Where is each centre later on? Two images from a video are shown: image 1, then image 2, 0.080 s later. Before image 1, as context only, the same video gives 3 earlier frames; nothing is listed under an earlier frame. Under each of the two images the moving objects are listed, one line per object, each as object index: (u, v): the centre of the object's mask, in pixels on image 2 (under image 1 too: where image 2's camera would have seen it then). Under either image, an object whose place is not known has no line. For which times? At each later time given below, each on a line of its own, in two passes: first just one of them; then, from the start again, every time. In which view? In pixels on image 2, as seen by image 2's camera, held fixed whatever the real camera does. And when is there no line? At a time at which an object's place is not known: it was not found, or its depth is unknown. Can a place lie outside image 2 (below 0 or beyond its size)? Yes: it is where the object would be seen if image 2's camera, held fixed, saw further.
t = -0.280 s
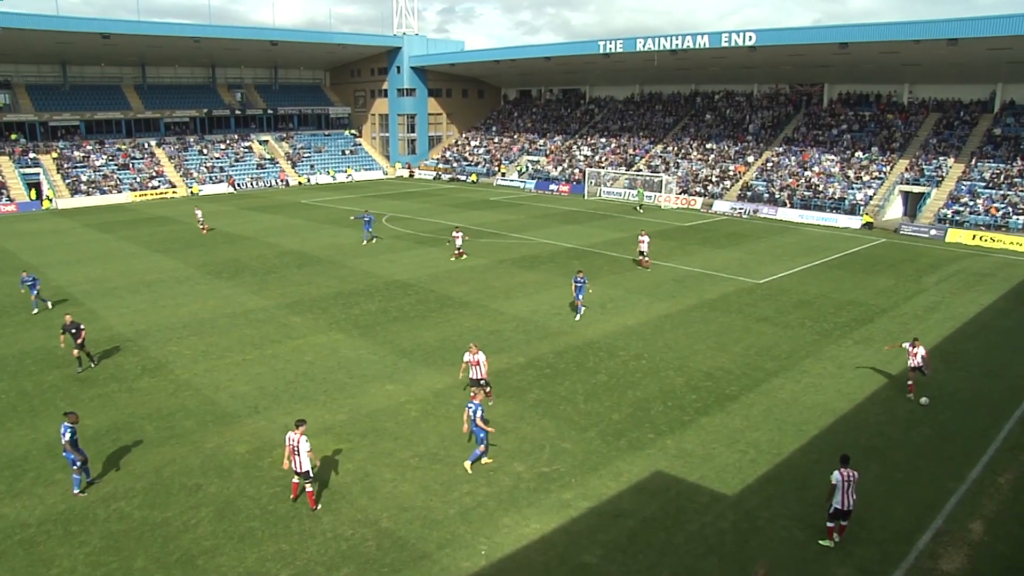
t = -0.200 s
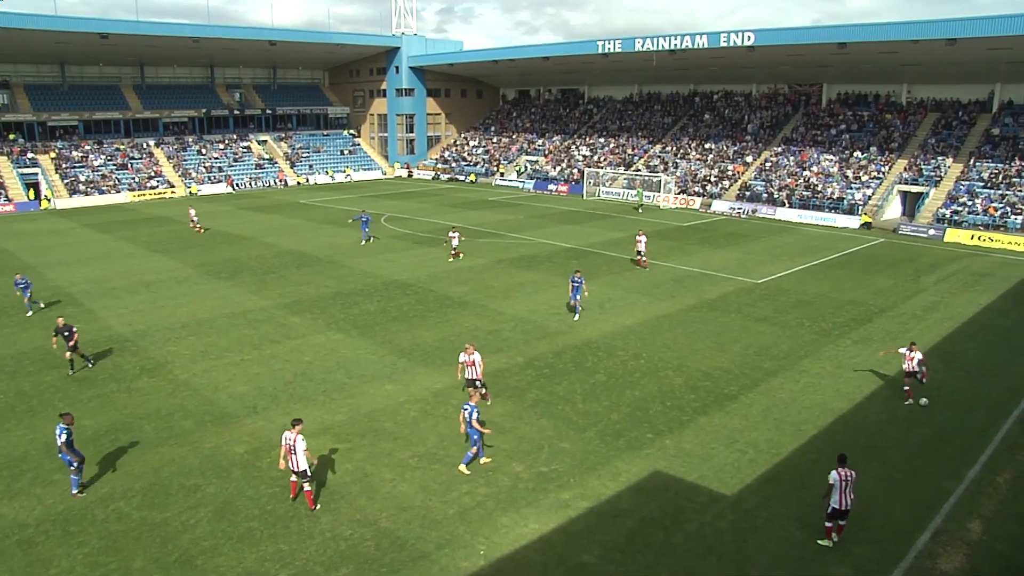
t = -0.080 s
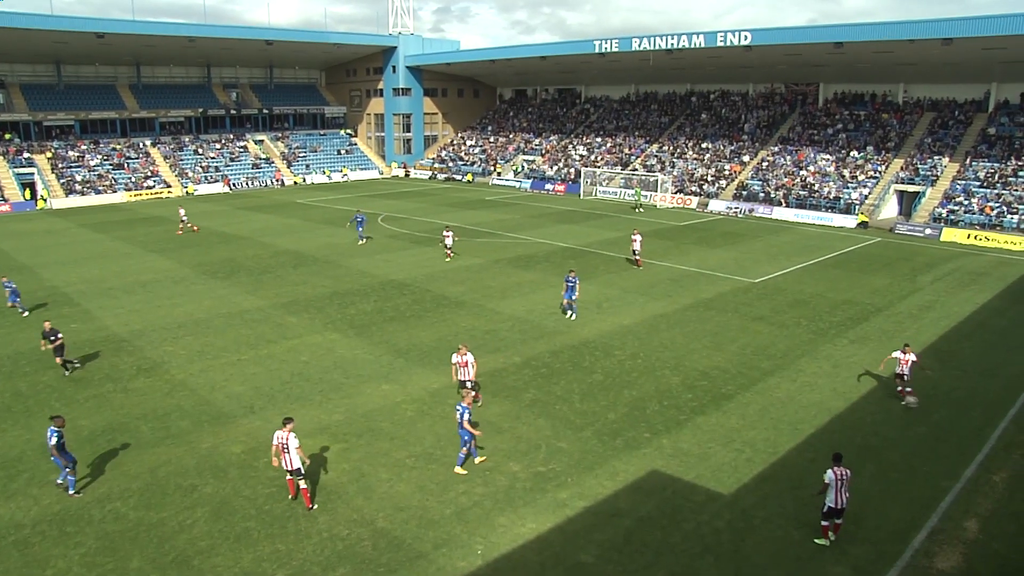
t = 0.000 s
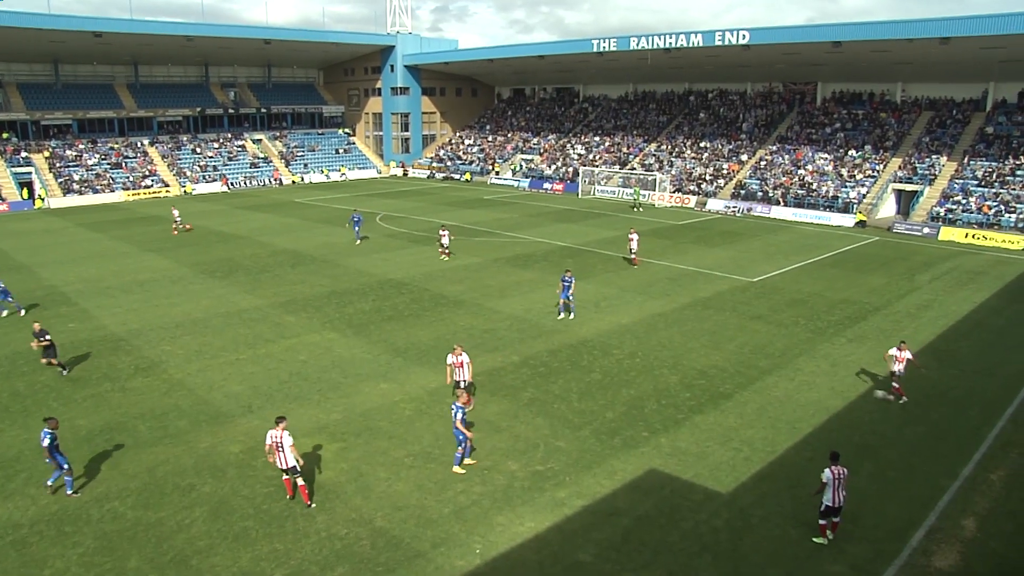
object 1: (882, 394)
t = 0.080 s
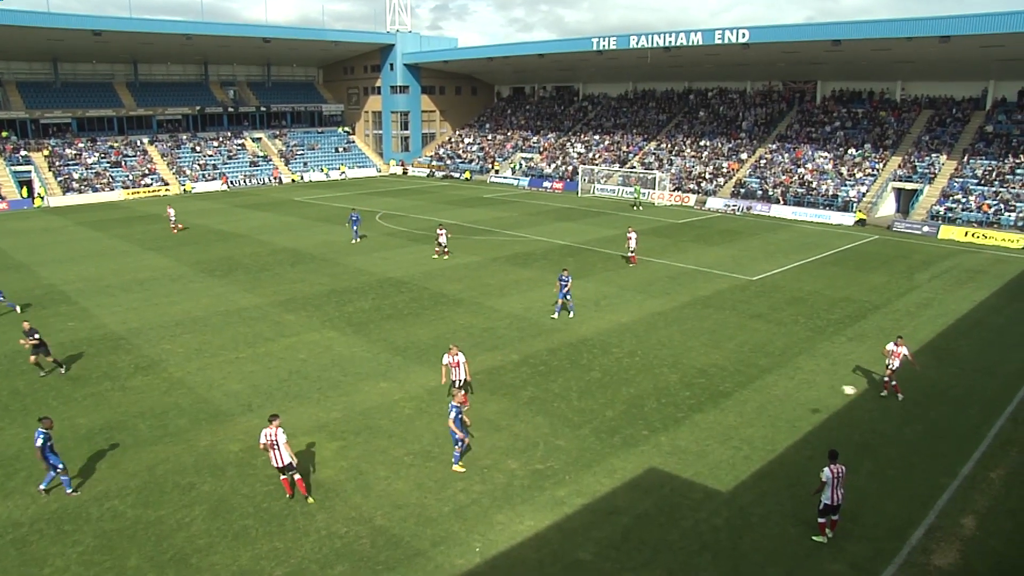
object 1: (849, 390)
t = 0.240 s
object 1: (777, 389)
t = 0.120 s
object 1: (832, 389)
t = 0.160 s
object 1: (815, 389)
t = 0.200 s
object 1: (796, 388)
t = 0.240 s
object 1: (777, 389)
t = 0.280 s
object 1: (758, 391)
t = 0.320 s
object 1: (737, 393)
